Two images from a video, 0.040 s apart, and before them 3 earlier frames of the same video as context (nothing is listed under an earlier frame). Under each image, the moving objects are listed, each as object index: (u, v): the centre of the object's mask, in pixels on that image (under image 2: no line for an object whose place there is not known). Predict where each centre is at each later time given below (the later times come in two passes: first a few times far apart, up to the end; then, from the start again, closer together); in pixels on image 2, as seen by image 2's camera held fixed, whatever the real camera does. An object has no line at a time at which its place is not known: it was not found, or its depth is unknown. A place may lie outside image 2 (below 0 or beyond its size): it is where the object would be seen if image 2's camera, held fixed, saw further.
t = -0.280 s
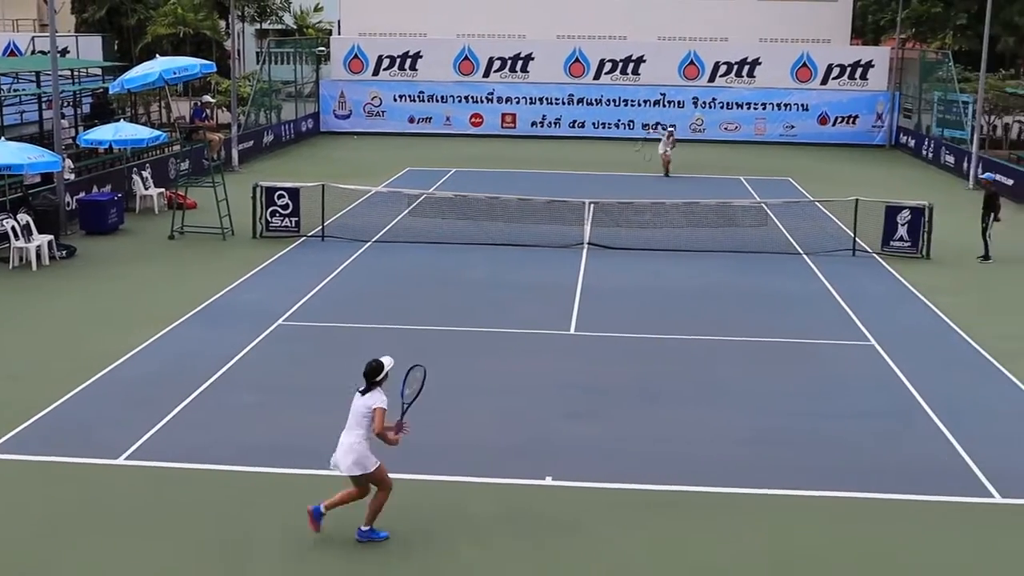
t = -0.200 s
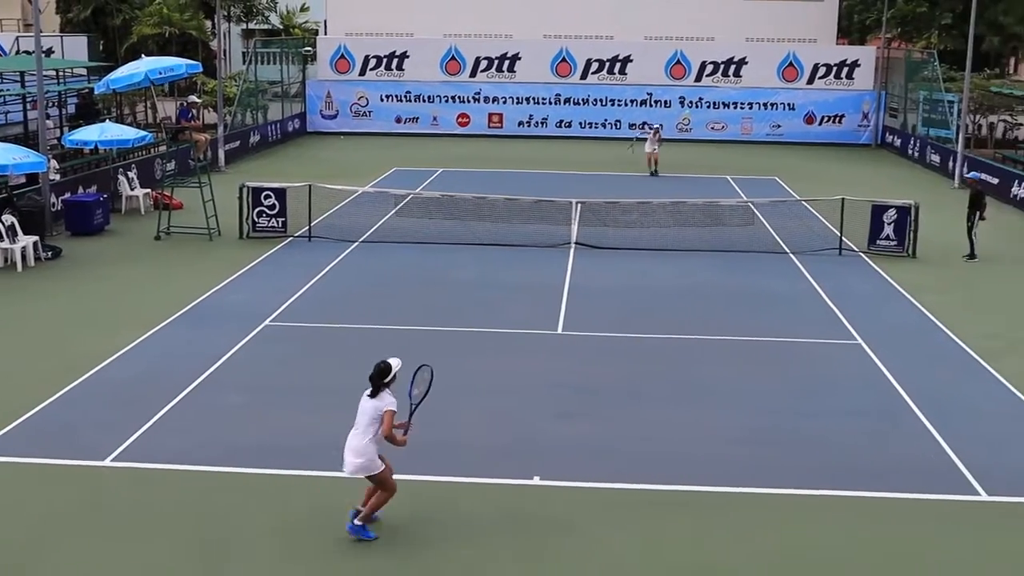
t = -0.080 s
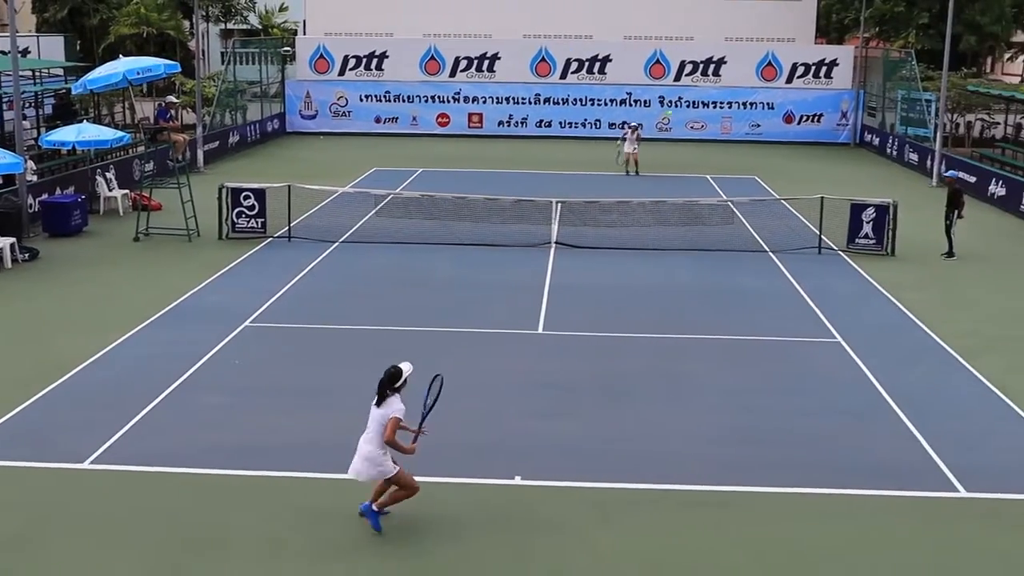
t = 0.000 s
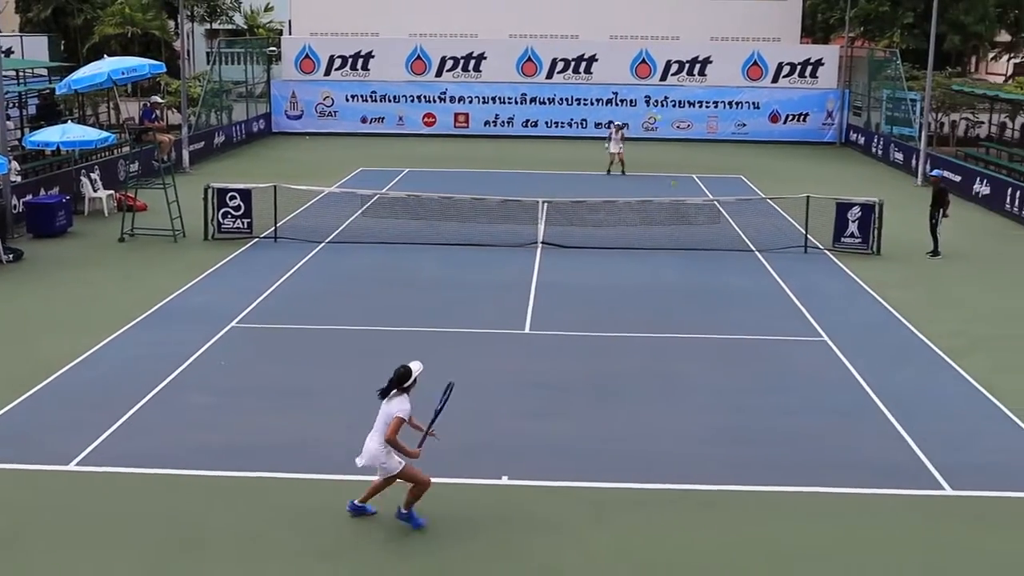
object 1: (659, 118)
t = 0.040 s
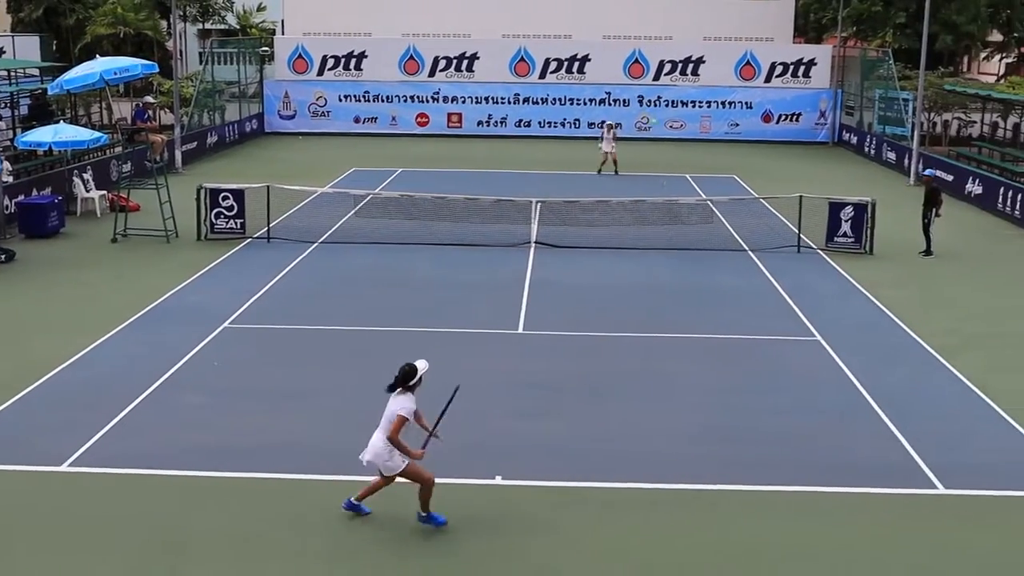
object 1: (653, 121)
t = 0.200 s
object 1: (659, 148)
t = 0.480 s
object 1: (676, 255)
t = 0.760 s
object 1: (702, 495)
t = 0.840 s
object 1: (714, 517)
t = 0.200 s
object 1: (659, 148)
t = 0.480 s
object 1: (676, 255)
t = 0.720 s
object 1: (698, 449)
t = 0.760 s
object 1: (702, 495)
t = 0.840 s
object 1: (714, 517)
